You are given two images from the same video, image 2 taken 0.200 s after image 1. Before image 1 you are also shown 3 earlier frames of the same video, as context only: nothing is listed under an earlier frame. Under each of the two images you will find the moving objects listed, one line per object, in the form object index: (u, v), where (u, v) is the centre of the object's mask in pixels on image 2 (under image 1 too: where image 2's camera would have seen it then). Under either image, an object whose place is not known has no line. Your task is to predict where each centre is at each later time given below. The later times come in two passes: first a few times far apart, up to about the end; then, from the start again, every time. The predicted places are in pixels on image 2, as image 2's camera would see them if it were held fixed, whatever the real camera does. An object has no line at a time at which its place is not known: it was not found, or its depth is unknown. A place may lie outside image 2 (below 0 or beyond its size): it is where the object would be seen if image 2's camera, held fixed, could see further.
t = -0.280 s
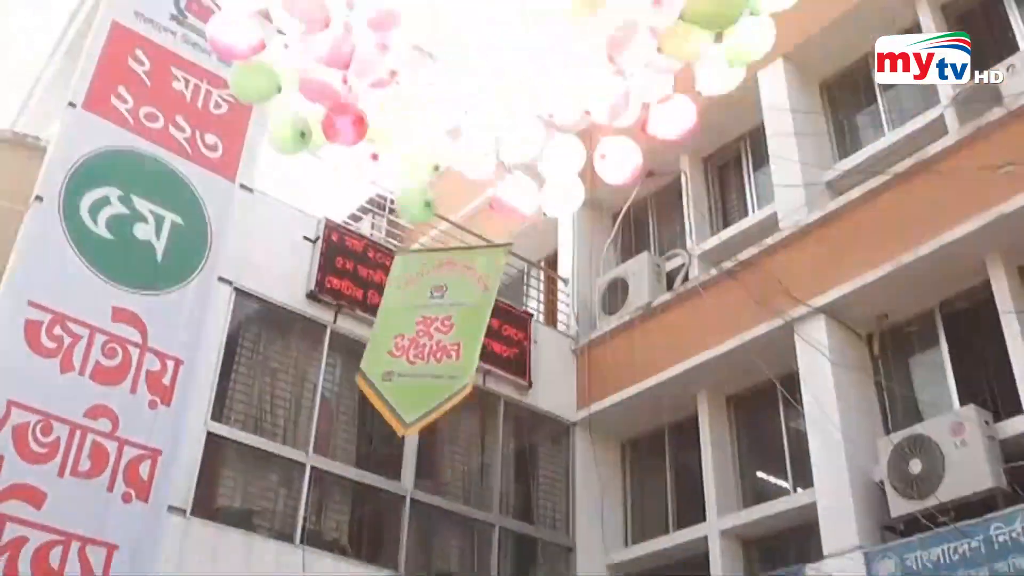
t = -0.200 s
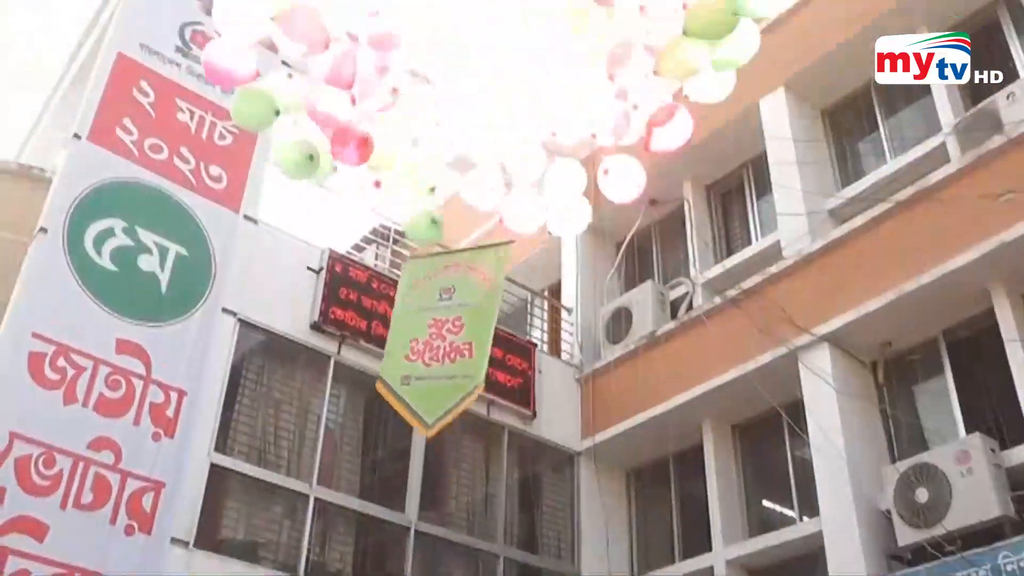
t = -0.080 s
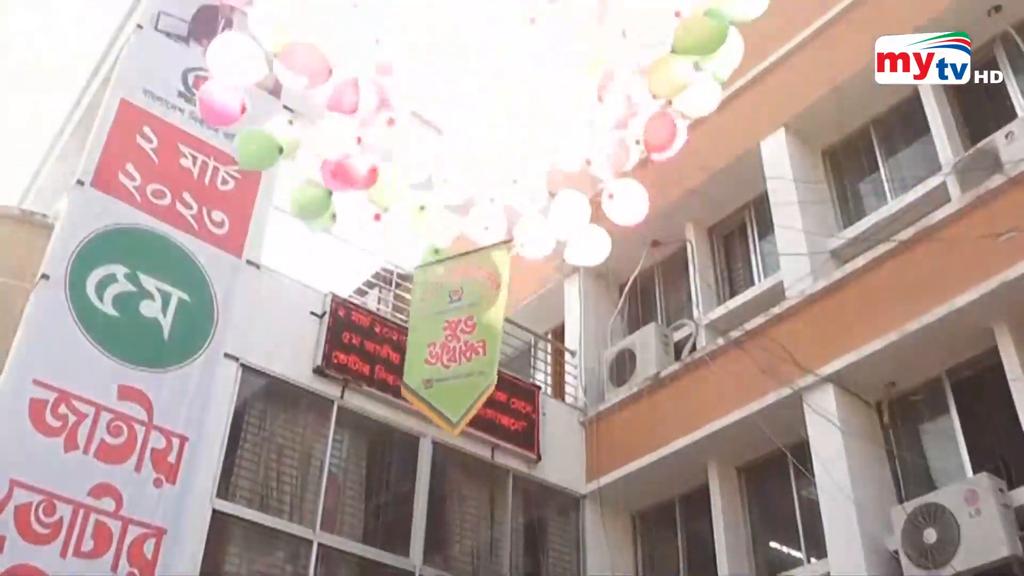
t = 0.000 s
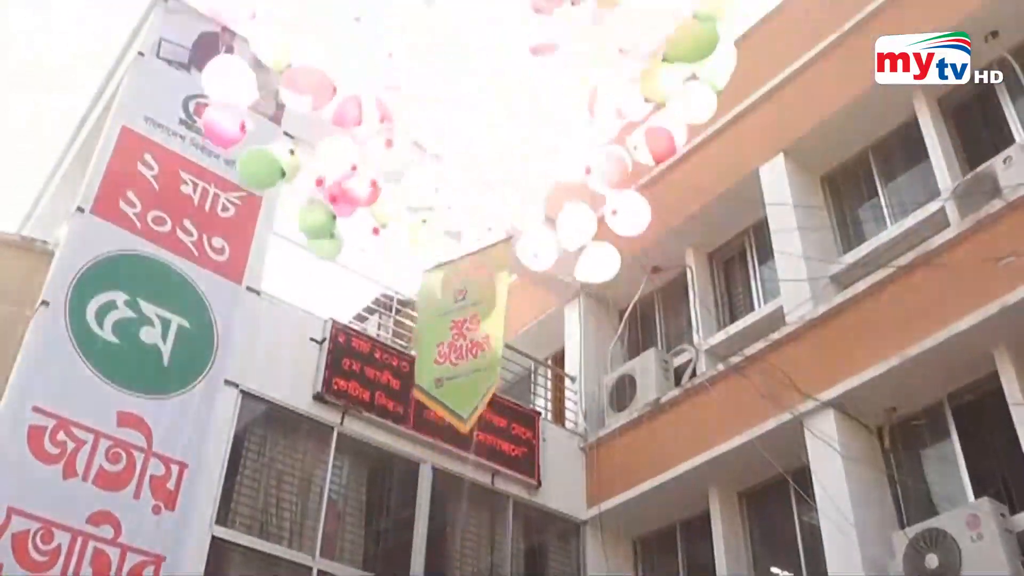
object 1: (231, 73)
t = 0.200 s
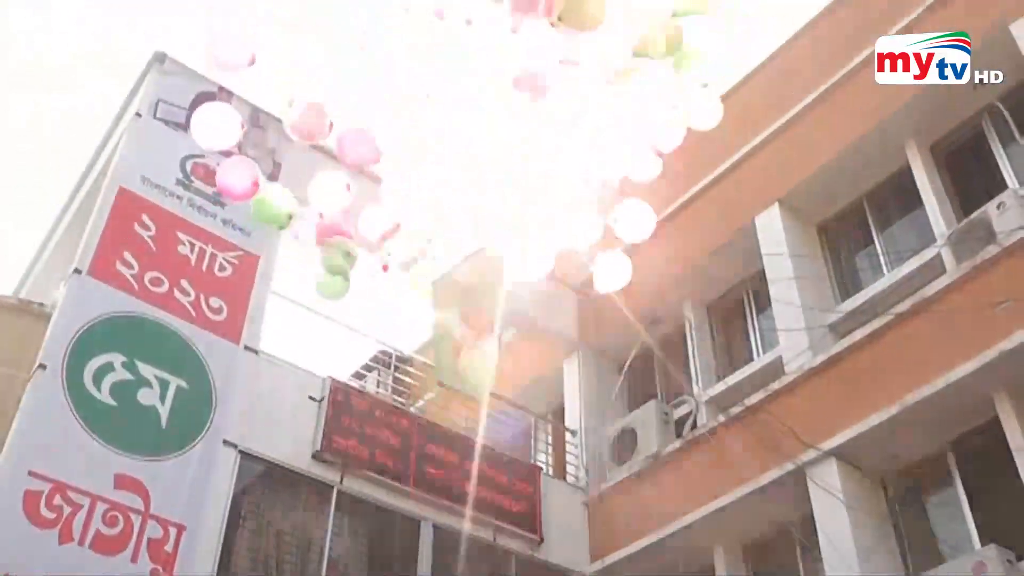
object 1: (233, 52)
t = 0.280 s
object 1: (234, 50)
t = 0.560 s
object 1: (252, 14)
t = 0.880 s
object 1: (256, -15)
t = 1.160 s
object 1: (266, -53)
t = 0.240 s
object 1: (234, 55)
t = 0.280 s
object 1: (234, 50)
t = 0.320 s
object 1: (235, 40)
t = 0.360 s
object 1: (237, 36)
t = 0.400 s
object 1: (240, 33)
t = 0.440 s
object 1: (243, 28)
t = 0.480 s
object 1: (246, 24)
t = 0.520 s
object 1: (249, 19)
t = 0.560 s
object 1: (252, 14)
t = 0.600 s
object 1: (254, 8)
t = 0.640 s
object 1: (256, 3)
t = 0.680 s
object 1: (257, -2)
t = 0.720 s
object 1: (257, -5)
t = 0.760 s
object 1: (257, -9)
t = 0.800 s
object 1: (256, -11)
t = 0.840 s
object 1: (256, -13)
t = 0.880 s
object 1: (256, -15)
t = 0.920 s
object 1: (255, -16)
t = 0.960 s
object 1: (255, -22)
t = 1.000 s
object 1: (257, -28)
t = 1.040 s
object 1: (259, -34)
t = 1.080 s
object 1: (260, -40)
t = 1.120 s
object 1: (264, -46)
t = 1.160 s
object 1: (266, -53)
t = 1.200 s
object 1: (267, -58)
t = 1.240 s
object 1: (268, -60)
